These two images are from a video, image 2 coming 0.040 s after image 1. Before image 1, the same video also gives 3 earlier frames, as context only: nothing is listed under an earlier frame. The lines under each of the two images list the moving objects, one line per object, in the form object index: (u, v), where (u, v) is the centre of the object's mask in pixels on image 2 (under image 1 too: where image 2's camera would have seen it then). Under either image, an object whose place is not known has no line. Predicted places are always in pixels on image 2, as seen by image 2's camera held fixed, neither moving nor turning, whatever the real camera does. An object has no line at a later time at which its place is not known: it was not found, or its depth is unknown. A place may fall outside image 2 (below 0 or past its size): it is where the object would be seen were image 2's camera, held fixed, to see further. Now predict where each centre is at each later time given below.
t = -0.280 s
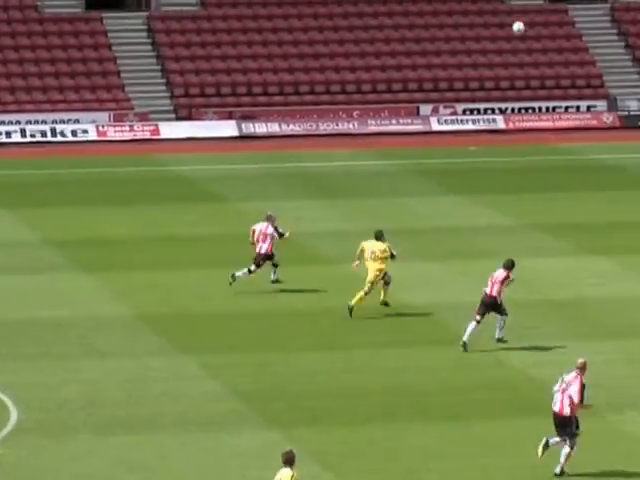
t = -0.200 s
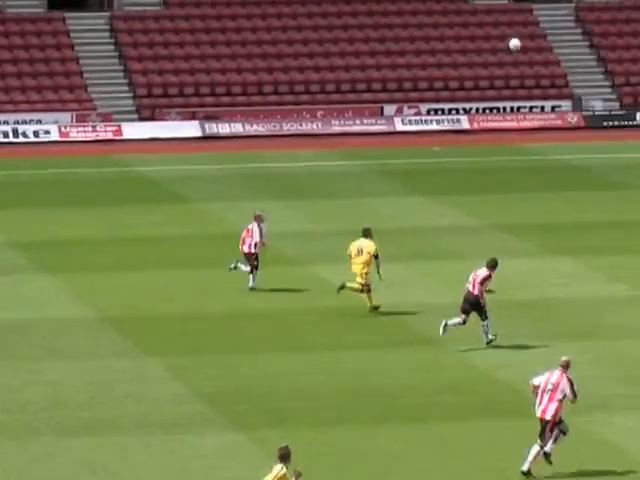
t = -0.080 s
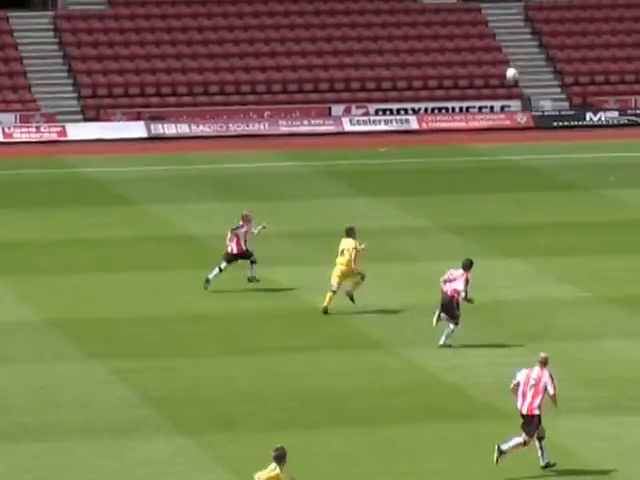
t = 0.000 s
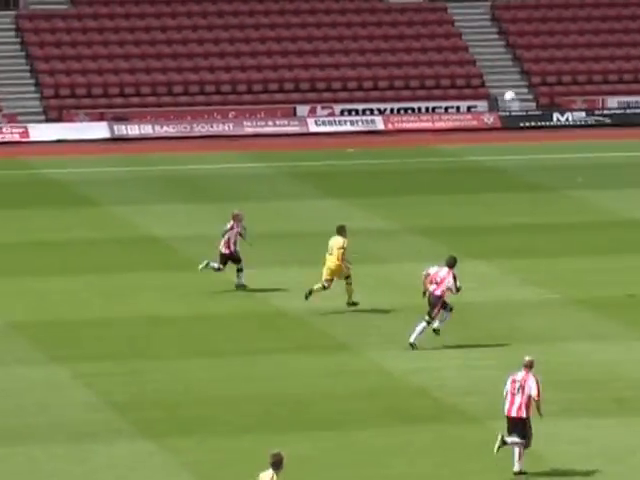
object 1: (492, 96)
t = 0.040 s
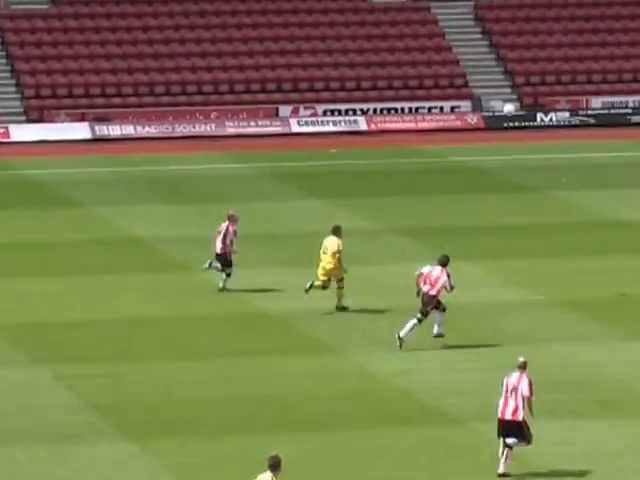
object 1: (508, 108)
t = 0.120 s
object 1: (540, 135)
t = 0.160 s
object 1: (557, 150)
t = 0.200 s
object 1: (572, 164)
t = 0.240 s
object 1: (588, 179)
